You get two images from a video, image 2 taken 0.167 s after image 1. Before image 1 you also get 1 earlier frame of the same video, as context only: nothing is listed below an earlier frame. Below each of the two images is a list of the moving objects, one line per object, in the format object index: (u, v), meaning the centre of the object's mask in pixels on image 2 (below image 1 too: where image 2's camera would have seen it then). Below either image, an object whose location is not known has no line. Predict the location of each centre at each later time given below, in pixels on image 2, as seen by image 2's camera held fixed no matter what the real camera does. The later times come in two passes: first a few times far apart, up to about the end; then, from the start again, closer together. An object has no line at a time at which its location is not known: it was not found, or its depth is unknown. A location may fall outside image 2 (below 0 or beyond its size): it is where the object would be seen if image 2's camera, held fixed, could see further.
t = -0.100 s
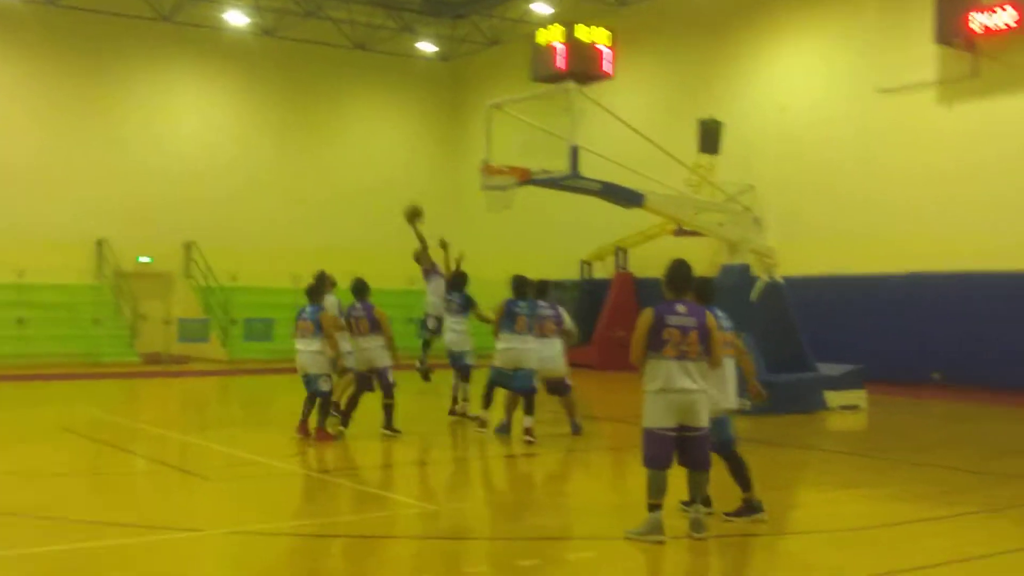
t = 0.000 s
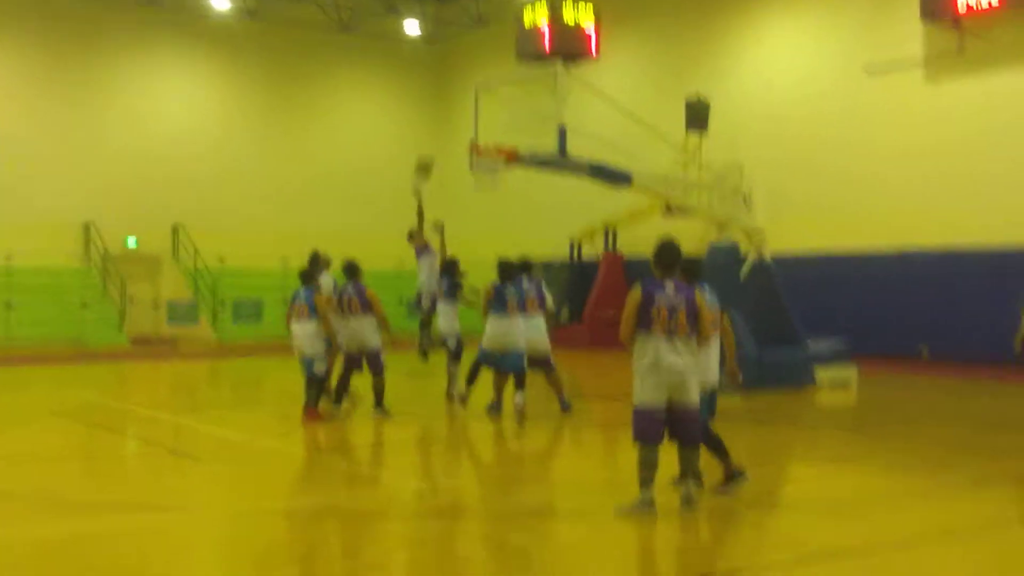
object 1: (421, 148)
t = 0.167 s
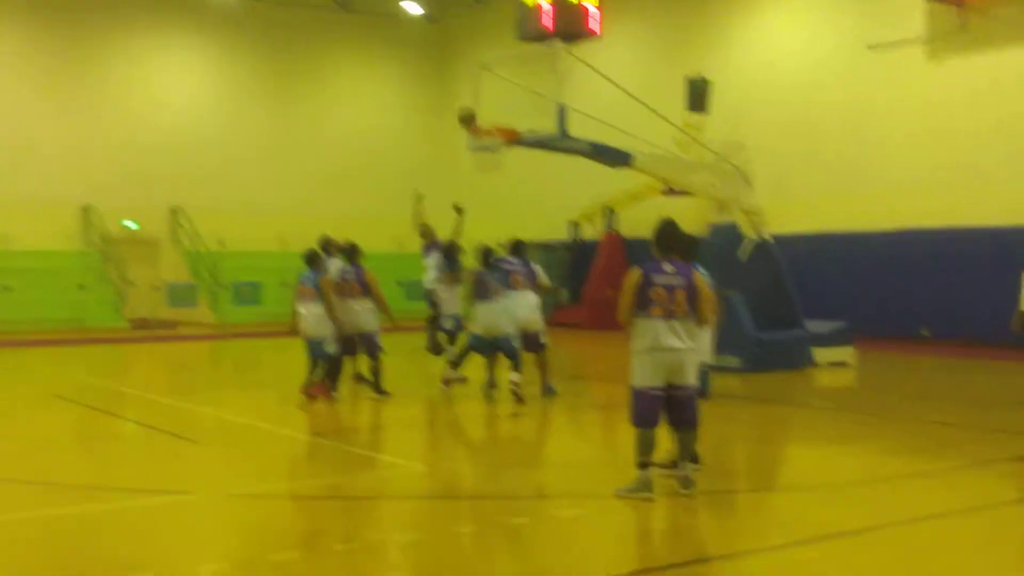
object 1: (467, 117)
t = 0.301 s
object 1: (470, 111)
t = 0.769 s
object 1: (422, 124)
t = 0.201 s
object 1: (470, 112)
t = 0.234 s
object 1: (475, 107)
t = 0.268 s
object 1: (472, 108)
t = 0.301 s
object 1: (470, 111)
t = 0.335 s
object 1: (467, 113)
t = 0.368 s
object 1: (466, 116)
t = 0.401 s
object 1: (463, 113)
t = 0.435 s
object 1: (462, 111)
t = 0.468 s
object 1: (459, 109)
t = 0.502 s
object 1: (456, 109)
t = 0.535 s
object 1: (450, 107)
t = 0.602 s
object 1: (444, 108)
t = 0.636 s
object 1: (440, 108)
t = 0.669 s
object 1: (434, 110)
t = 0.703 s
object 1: (429, 114)
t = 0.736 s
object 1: (424, 118)
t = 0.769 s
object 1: (422, 124)
